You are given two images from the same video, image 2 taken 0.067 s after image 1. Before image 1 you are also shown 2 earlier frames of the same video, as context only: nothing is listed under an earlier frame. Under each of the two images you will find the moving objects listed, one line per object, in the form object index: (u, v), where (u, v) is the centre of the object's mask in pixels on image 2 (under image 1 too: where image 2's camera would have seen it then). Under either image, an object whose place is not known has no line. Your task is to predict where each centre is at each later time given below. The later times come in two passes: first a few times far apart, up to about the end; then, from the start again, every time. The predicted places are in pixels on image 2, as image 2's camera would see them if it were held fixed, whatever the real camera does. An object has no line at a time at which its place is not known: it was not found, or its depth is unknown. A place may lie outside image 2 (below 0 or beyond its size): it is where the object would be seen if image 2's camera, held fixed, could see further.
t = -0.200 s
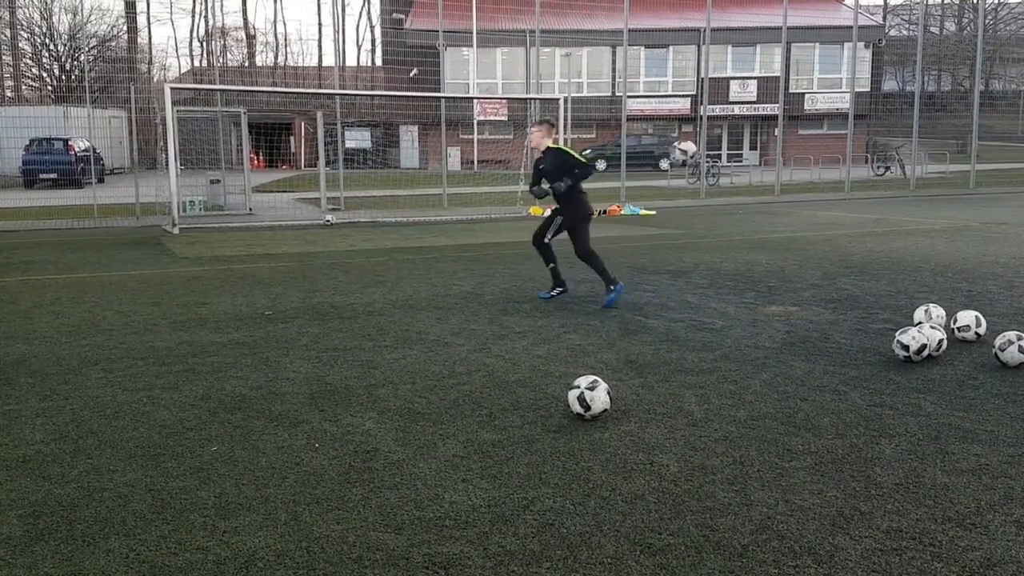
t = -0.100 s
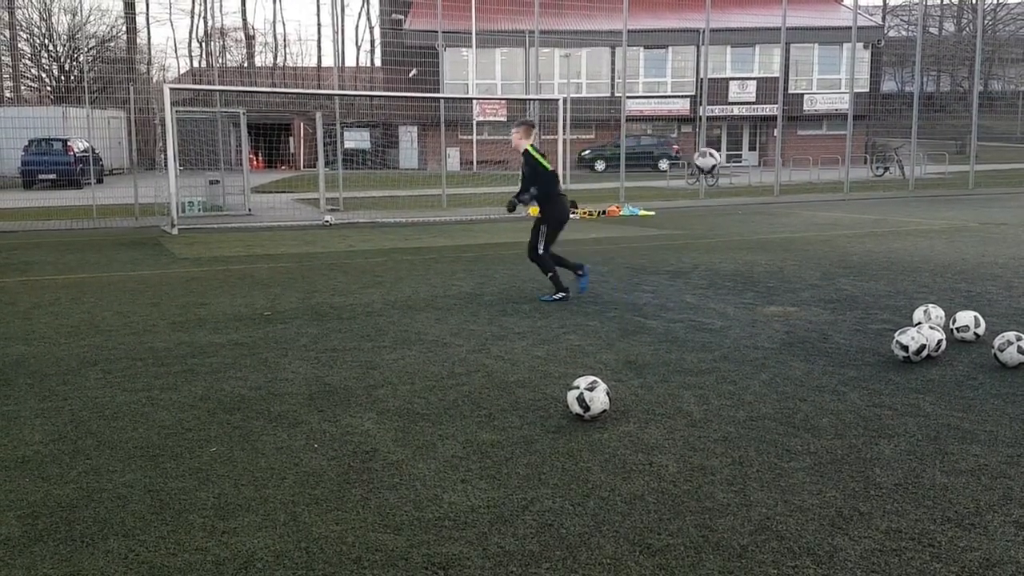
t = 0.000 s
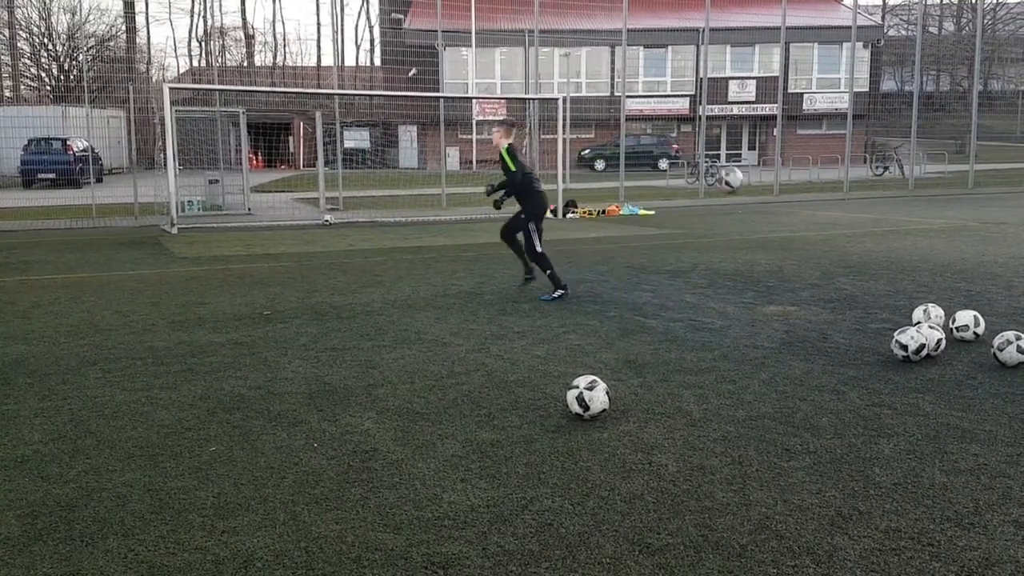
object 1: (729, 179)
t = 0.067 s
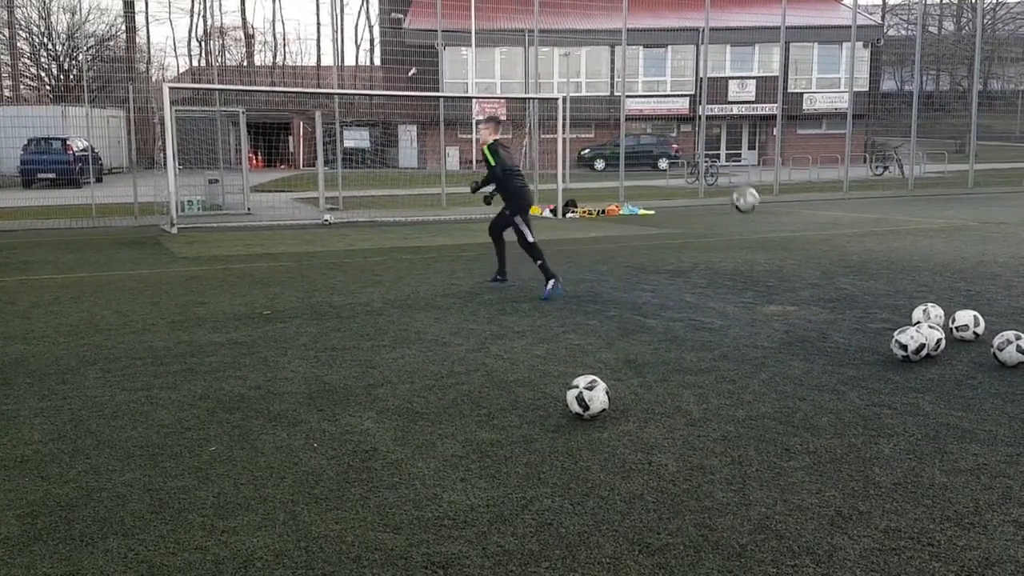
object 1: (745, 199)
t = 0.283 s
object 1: (791, 298)
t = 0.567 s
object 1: (836, 247)
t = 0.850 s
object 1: (879, 287)
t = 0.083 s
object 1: (749, 205)
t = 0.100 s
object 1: (752, 211)
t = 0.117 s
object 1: (756, 217)
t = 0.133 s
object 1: (759, 224)
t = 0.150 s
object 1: (763, 230)
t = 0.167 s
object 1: (766, 238)
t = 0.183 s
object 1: (771, 245)
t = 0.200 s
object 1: (775, 253)
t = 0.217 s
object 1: (778, 261)
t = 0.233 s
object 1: (781, 270)
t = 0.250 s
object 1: (786, 280)
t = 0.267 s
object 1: (789, 288)
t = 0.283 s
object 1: (791, 298)
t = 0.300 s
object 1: (794, 295)
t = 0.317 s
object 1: (797, 290)
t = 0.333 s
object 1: (800, 285)
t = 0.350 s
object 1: (802, 280)
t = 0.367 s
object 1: (805, 275)
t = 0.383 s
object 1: (808, 271)
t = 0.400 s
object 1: (811, 267)
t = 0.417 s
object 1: (813, 264)
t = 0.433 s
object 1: (816, 261)
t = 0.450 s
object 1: (818, 258)
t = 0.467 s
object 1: (821, 255)
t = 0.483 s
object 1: (824, 253)
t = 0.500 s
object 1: (826, 251)
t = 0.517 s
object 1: (829, 250)
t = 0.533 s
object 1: (832, 249)
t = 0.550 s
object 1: (834, 247)
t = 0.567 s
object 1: (836, 247)
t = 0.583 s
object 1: (839, 247)
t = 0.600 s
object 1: (842, 247)
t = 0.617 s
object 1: (844, 247)
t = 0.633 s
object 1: (847, 248)
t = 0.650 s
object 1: (849, 249)
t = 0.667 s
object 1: (852, 250)
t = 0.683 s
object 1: (855, 252)
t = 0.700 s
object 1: (857, 254)
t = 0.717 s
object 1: (859, 256)
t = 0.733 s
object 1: (862, 259)
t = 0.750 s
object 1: (864, 262)
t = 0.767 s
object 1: (867, 265)
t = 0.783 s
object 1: (869, 269)
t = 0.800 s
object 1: (872, 273)
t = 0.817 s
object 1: (874, 277)
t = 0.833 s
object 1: (876, 282)
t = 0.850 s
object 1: (879, 287)
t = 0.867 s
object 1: (881, 293)
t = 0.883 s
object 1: (884, 298)
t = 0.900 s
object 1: (886, 305)
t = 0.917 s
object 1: (889, 302)
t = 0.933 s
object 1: (893, 299)
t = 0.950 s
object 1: (896, 296)
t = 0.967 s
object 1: (899, 294)
